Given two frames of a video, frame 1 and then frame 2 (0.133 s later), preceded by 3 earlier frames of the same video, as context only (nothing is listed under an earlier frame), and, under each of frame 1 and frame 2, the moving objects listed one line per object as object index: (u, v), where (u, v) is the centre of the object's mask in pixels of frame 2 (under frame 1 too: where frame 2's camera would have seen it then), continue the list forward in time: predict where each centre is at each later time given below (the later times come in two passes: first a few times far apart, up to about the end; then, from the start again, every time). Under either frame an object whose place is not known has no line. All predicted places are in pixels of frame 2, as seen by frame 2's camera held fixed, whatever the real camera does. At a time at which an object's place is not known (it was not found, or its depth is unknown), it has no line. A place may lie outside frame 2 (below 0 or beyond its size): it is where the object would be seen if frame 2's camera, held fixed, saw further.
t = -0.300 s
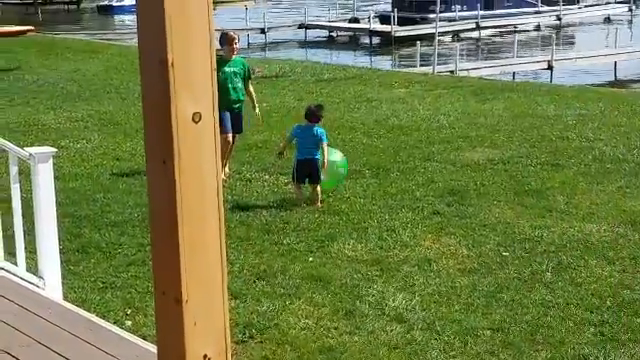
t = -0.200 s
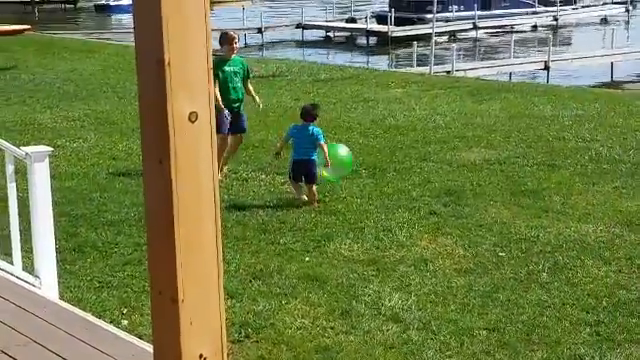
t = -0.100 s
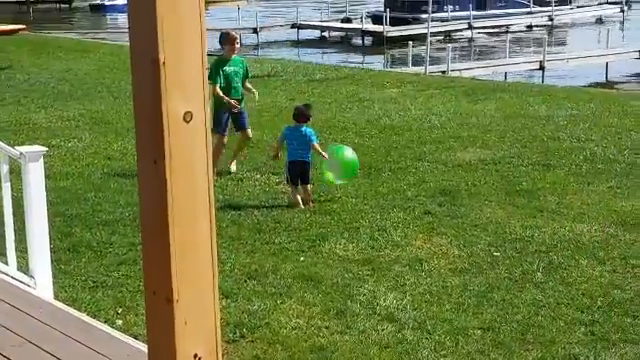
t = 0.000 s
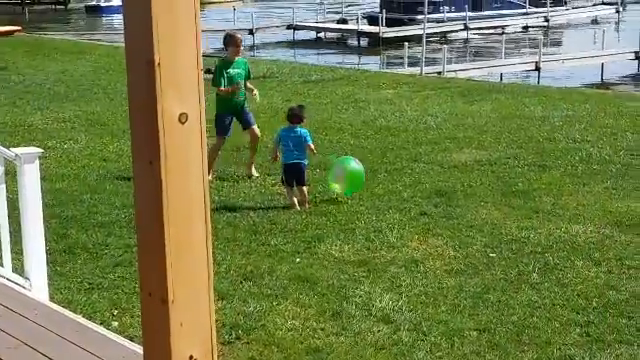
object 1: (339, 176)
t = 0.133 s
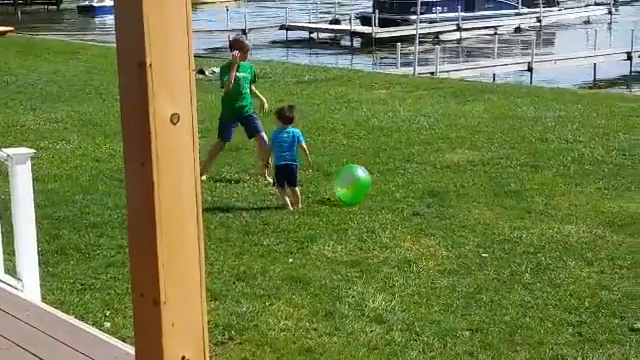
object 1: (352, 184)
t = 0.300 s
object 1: (370, 184)
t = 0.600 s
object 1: (396, 183)
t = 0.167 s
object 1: (356, 183)
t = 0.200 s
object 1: (359, 181)
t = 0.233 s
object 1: (362, 181)
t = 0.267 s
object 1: (364, 182)
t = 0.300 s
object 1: (370, 184)
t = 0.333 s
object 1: (372, 185)
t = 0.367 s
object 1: (374, 184)
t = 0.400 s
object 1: (379, 183)
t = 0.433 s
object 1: (382, 183)
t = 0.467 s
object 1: (385, 183)
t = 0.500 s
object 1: (387, 183)
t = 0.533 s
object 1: (390, 184)
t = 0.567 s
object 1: (393, 184)
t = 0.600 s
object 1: (396, 183)
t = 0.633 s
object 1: (399, 183)
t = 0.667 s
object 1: (401, 183)
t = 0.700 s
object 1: (405, 184)
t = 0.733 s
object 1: (407, 184)
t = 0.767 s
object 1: (409, 183)
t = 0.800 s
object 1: (412, 183)
